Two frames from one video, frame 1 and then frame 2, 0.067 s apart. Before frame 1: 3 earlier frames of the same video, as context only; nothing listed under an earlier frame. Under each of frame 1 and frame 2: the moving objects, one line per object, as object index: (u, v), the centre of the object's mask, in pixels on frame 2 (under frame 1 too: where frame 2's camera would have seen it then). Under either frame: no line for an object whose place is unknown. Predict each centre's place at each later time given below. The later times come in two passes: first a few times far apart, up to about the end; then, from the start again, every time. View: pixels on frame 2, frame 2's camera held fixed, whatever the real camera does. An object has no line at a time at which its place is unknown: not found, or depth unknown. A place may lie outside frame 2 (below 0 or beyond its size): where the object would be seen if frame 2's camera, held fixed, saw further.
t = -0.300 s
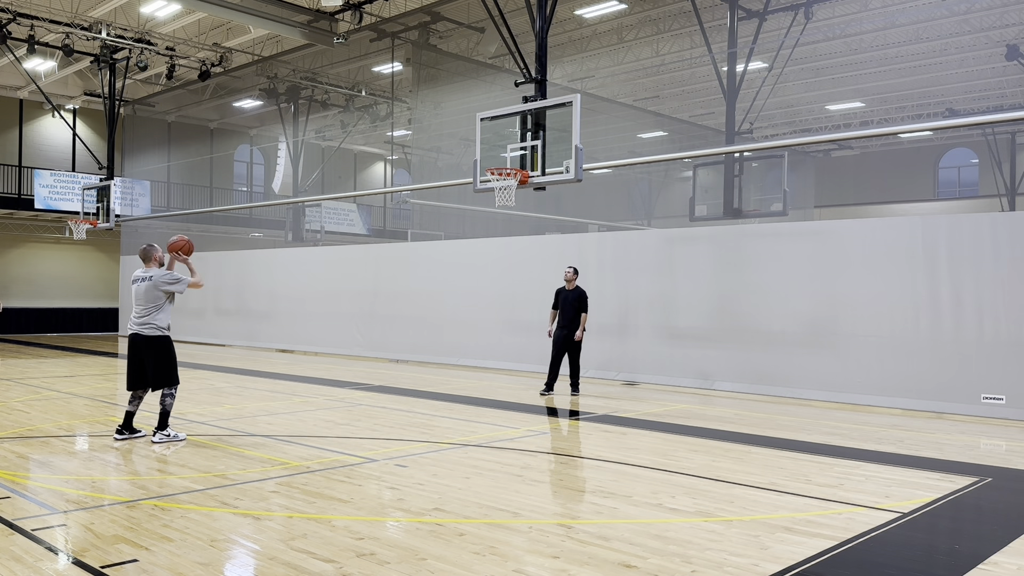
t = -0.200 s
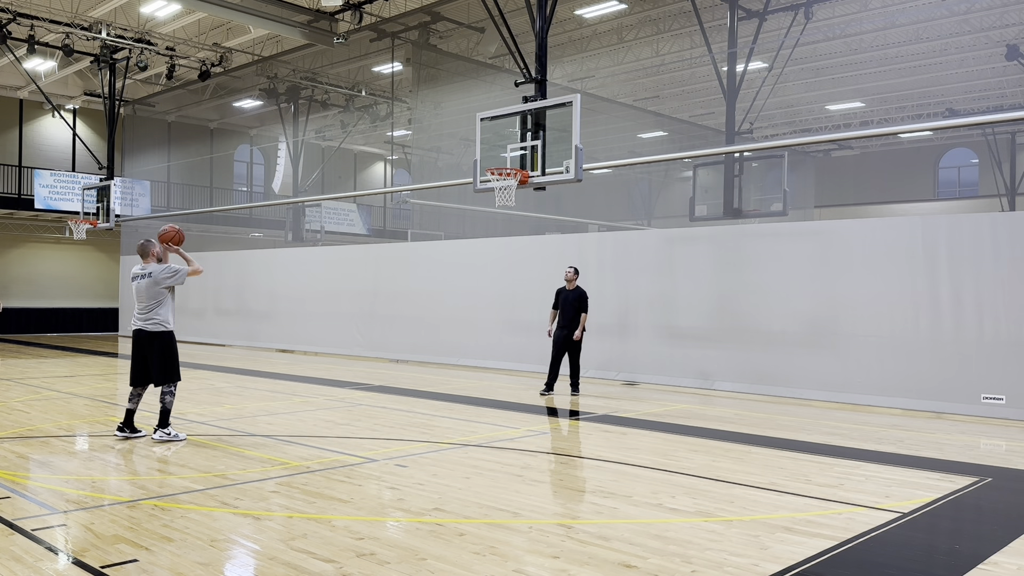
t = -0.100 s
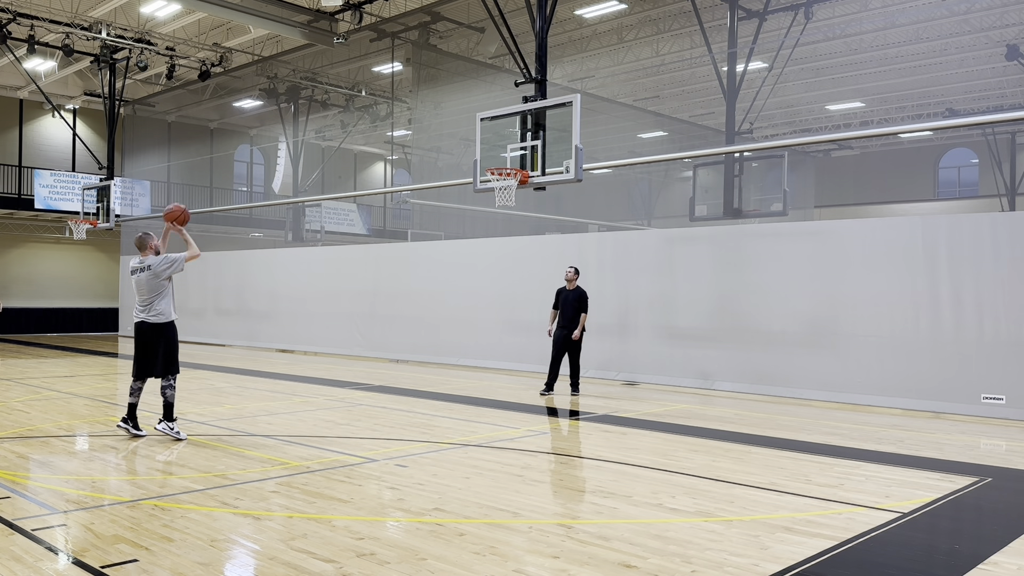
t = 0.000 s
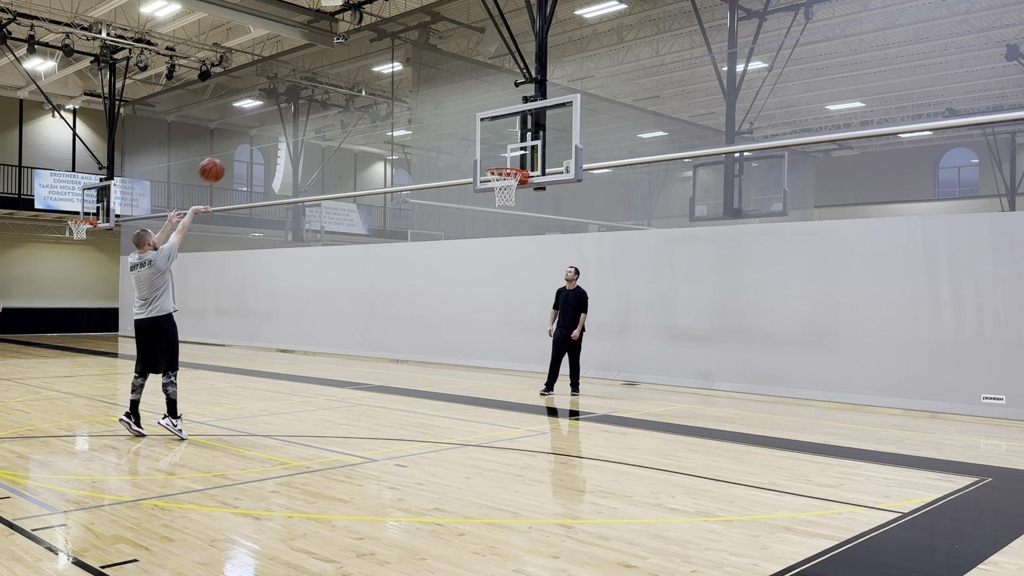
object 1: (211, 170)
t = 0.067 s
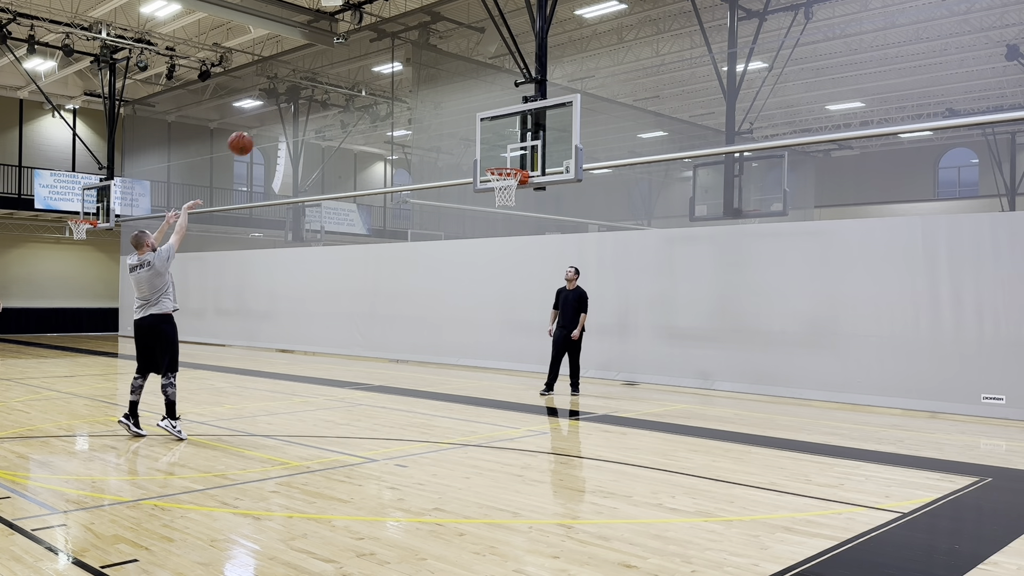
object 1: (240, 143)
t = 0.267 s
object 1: (319, 94)
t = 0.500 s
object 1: (396, 87)
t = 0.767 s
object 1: (470, 130)
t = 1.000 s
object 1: (514, 196)
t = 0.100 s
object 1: (254, 132)
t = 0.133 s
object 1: (268, 122)
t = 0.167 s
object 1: (281, 113)
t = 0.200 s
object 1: (294, 106)
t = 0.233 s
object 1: (307, 100)
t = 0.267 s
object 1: (319, 94)
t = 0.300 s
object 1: (331, 90)
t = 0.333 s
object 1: (342, 87)
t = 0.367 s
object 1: (354, 85)
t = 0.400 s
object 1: (365, 84)
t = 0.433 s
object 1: (375, 84)
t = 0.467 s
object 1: (386, 85)
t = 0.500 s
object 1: (396, 87)
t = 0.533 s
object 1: (407, 89)
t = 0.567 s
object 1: (416, 92)
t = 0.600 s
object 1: (426, 97)
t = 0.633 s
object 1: (435, 102)
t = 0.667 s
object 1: (444, 107)
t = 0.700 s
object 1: (453, 114)
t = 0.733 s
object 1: (462, 122)
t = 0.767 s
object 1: (470, 130)
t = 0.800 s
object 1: (479, 138)
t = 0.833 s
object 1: (487, 148)
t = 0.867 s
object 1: (495, 158)
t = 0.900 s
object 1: (503, 168)
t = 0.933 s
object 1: (508, 177)
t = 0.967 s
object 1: (514, 187)
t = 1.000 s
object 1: (514, 196)
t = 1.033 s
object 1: (515, 202)
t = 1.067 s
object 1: (515, 209)
